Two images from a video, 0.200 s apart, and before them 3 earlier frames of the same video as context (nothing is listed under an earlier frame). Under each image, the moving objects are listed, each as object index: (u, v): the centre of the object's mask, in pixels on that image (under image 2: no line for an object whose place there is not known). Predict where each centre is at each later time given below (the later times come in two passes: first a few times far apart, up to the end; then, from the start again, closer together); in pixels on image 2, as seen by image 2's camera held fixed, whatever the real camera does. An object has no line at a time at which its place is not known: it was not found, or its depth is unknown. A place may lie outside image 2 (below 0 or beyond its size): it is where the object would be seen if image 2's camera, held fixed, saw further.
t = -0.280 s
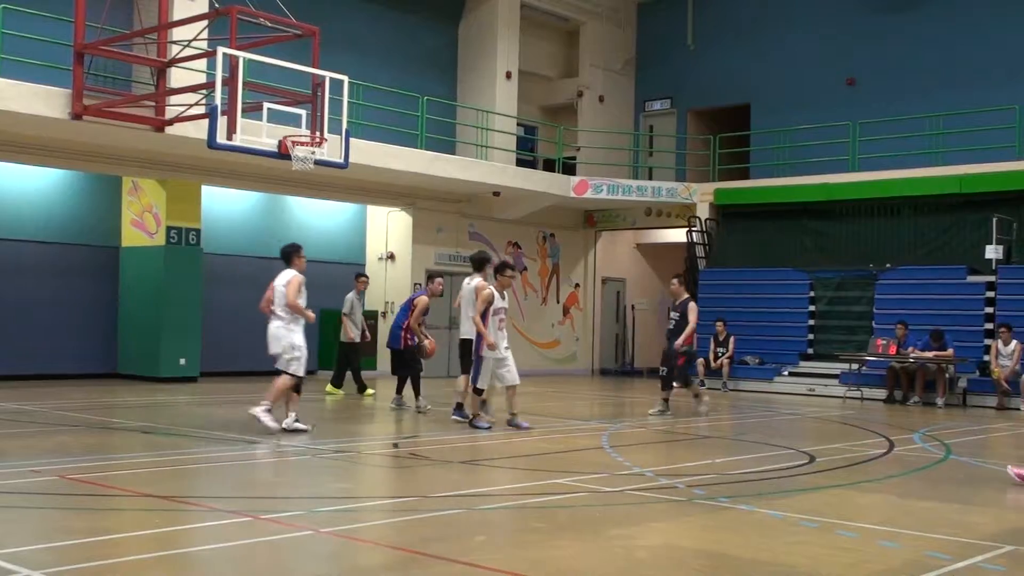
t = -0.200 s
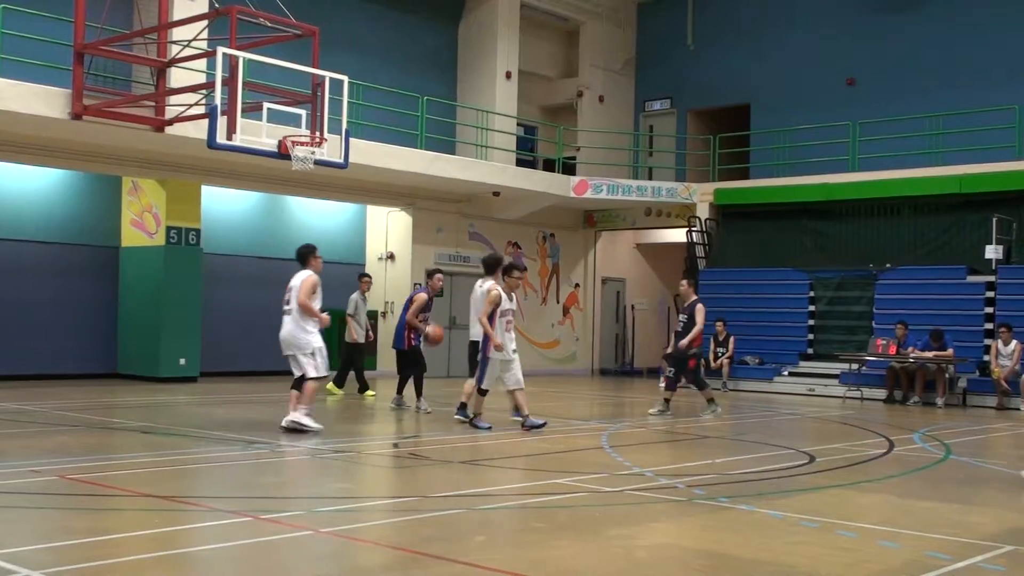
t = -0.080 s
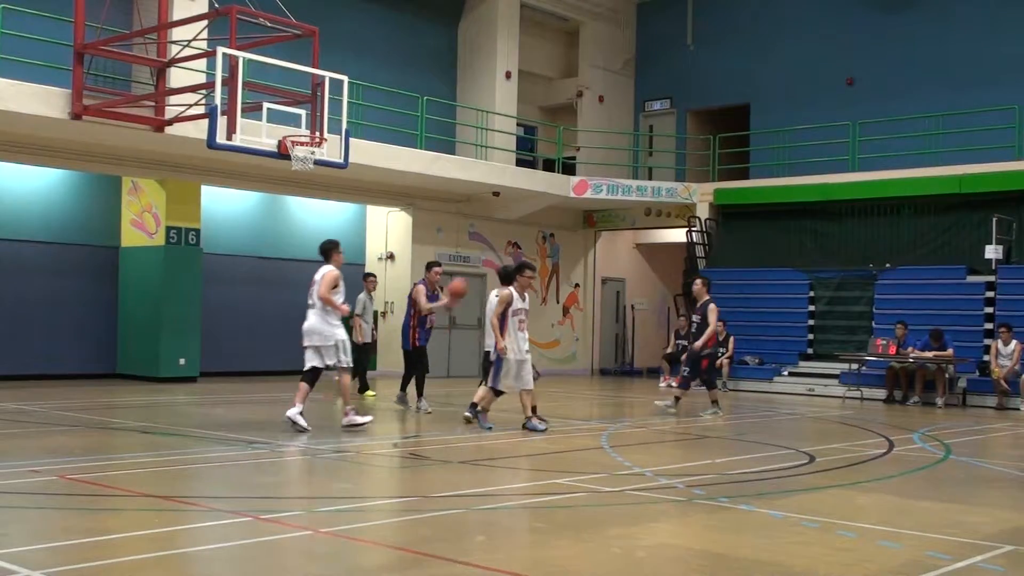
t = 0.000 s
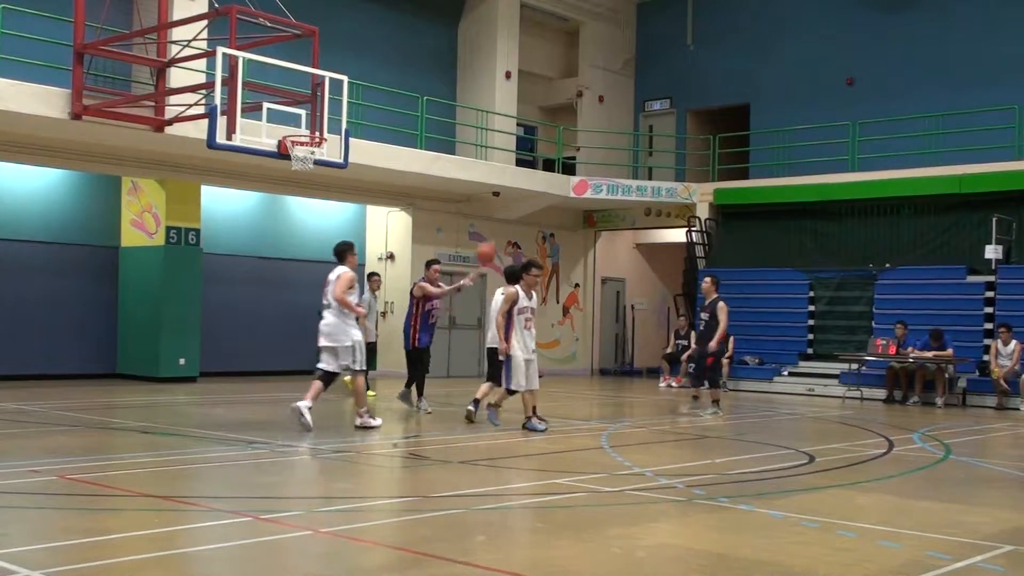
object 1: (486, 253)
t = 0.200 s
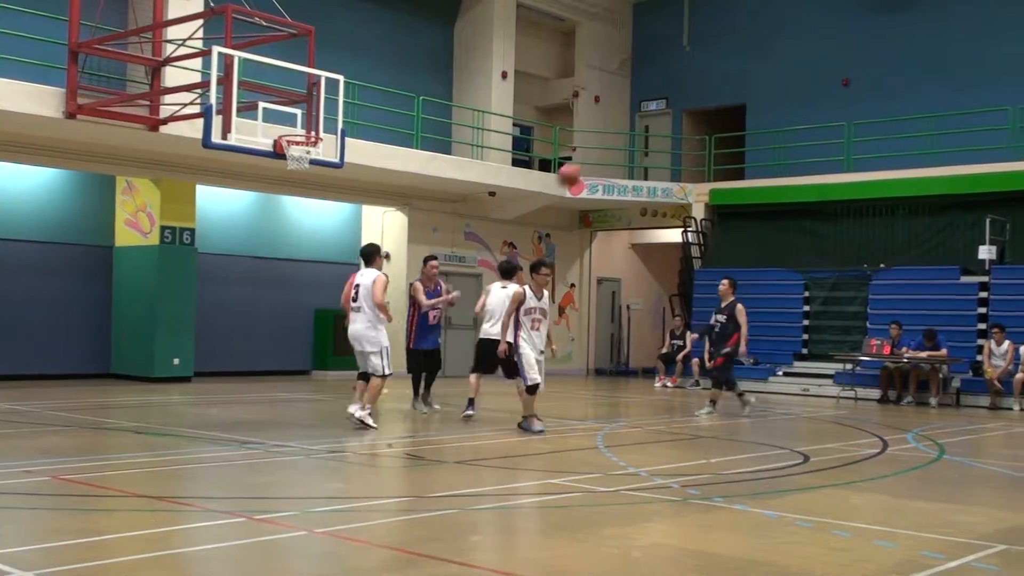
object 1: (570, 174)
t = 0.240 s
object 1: (587, 162)
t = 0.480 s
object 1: (713, 111)
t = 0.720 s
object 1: (863, 109)
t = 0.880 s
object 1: (985, 150)
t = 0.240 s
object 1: (587, 162)
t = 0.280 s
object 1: (607, 151)
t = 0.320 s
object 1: (627, 140)
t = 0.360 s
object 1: (647, 131)
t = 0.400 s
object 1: (670, 122)
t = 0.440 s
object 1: (690, 115)
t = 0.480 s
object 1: (713, 111)
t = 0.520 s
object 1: (736, 106)
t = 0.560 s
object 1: (760, 103)
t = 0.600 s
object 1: (784, 103)
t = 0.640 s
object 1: (810, 103)
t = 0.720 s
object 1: (863, 109)
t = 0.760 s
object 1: (892, 117)
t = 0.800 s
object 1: (922, 125)
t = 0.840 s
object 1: (952, 136)
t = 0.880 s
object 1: (985, 150)
